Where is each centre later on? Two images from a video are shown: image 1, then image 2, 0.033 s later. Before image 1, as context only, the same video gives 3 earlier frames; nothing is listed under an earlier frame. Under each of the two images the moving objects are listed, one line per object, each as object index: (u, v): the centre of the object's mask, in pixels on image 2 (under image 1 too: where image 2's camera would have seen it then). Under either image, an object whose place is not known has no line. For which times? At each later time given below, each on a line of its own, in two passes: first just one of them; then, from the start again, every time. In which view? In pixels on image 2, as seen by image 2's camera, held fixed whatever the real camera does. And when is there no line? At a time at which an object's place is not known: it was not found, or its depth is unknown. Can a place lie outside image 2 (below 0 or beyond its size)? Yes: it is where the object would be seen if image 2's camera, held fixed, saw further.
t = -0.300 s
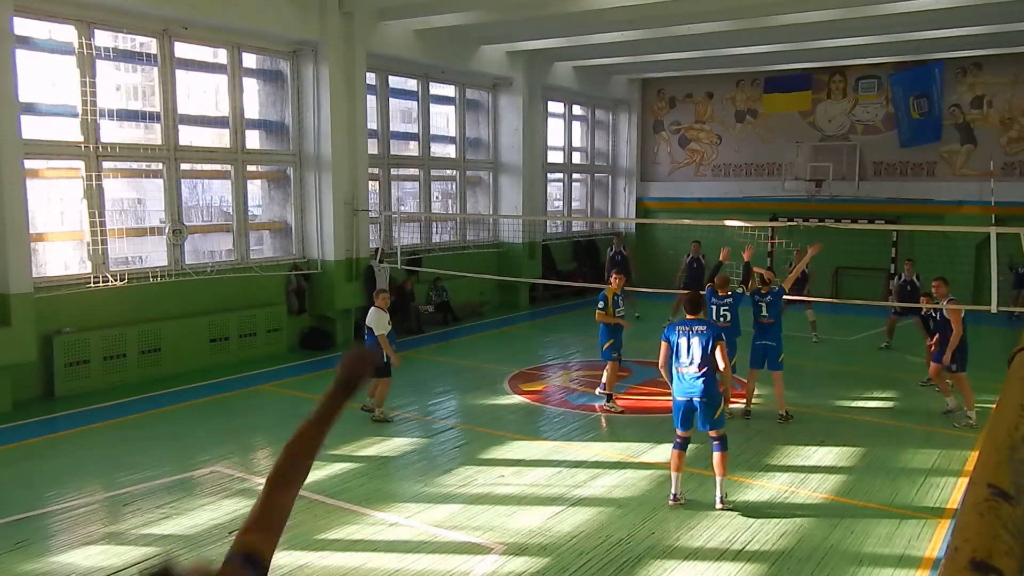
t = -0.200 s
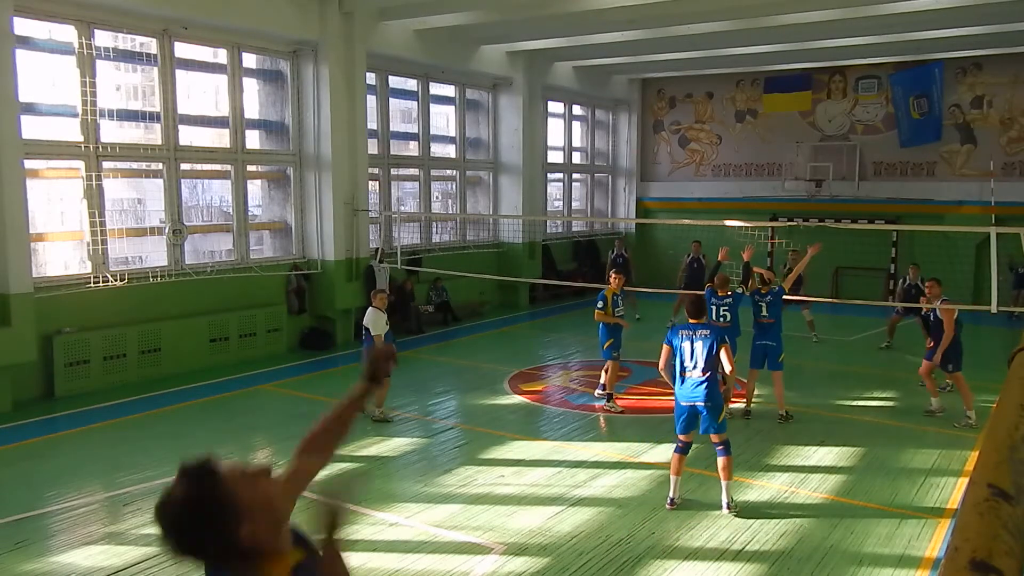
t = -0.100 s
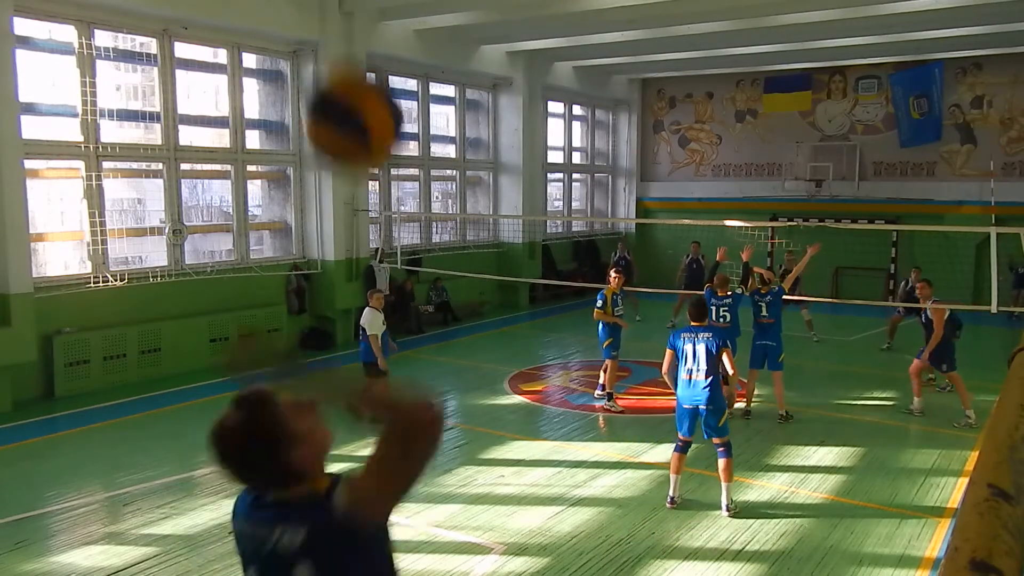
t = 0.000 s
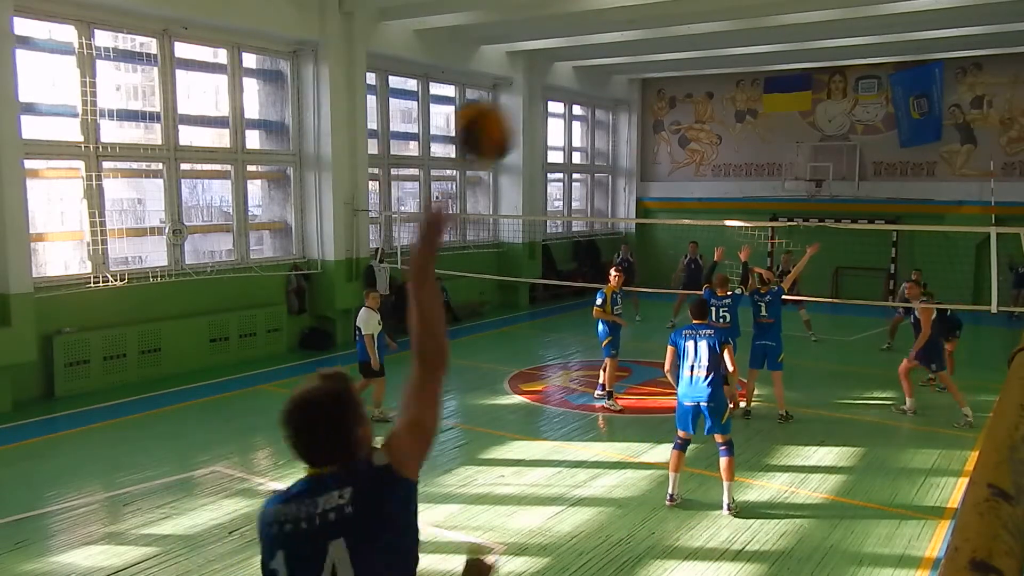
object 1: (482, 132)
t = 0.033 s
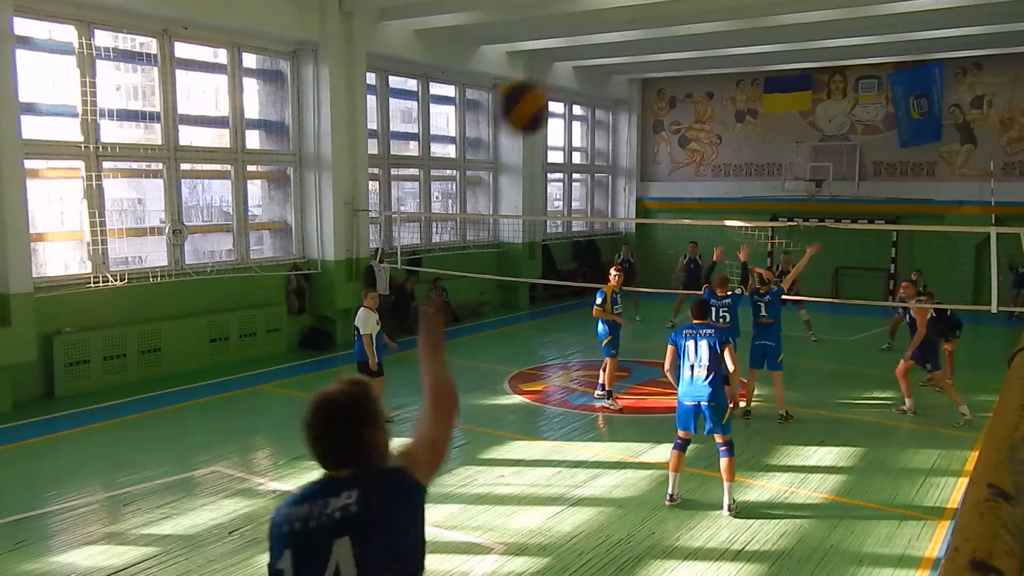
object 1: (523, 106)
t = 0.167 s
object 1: (611, 74)
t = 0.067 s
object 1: (553, 90)
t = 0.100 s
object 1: (577, 80)
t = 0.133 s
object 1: (595, 76)
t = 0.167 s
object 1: (611, 74)
